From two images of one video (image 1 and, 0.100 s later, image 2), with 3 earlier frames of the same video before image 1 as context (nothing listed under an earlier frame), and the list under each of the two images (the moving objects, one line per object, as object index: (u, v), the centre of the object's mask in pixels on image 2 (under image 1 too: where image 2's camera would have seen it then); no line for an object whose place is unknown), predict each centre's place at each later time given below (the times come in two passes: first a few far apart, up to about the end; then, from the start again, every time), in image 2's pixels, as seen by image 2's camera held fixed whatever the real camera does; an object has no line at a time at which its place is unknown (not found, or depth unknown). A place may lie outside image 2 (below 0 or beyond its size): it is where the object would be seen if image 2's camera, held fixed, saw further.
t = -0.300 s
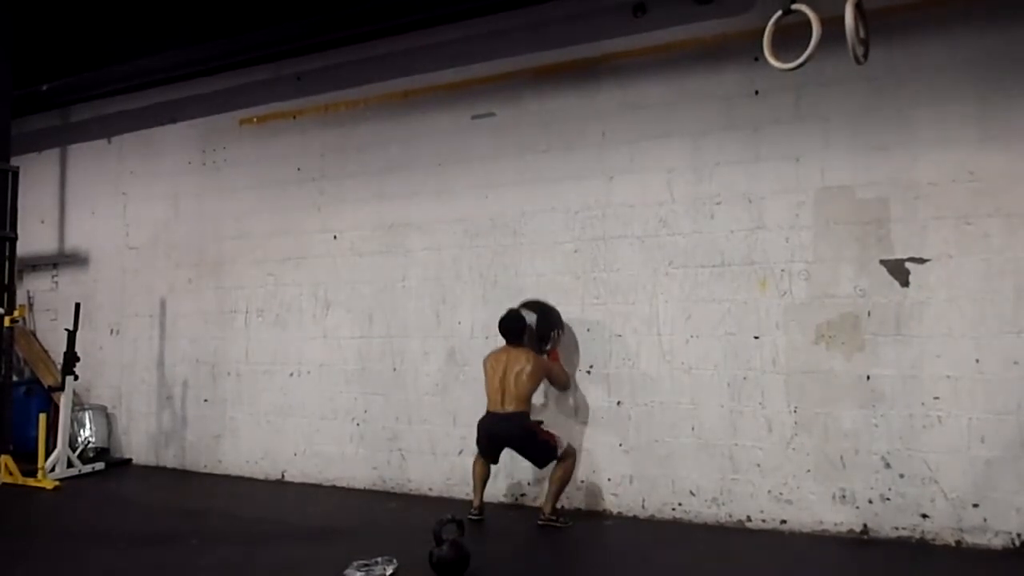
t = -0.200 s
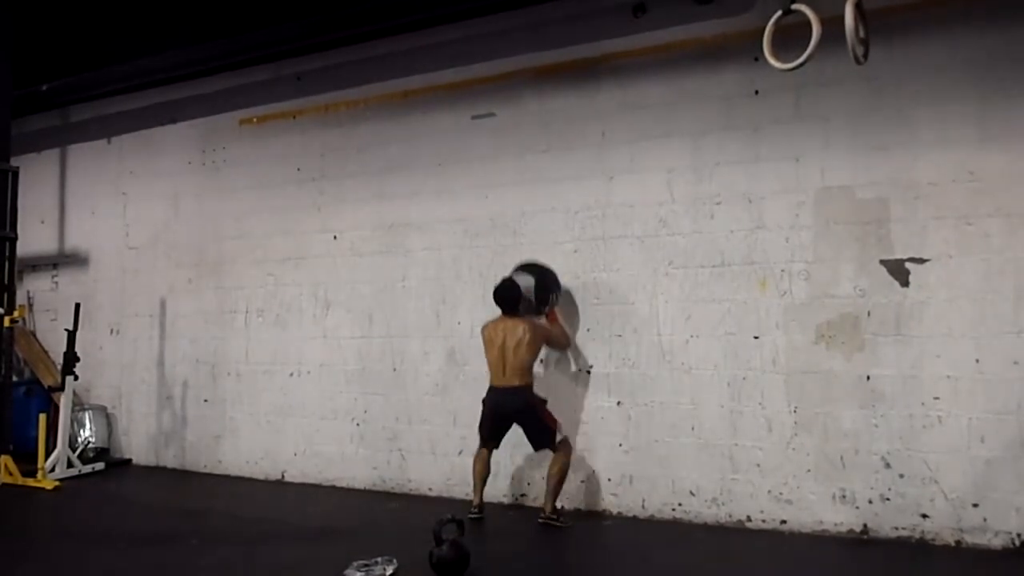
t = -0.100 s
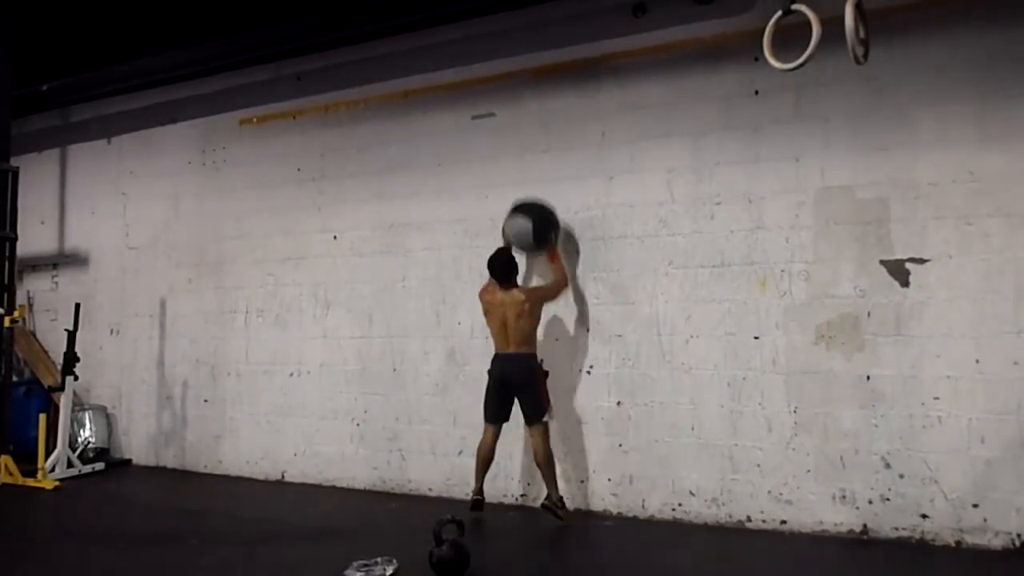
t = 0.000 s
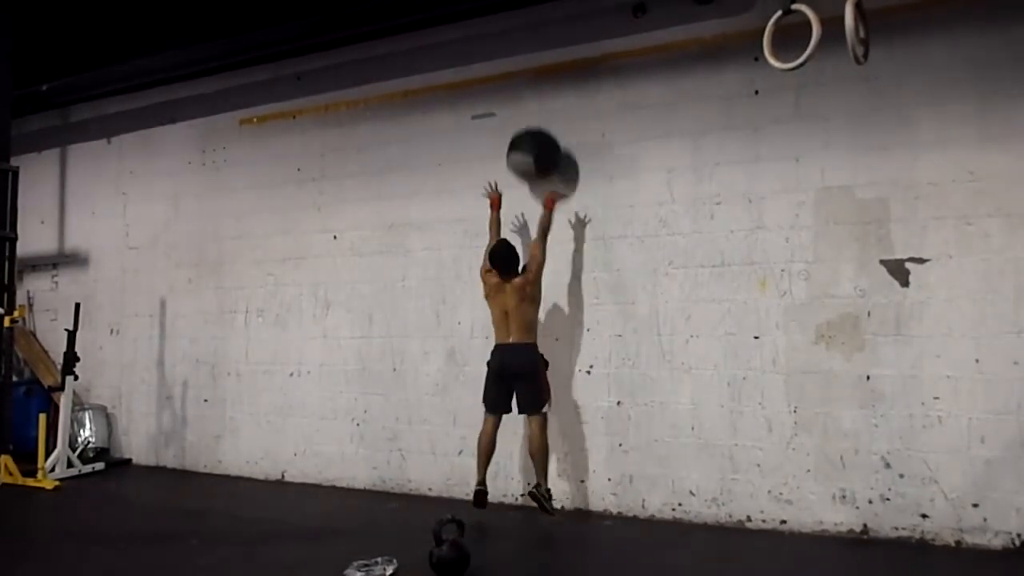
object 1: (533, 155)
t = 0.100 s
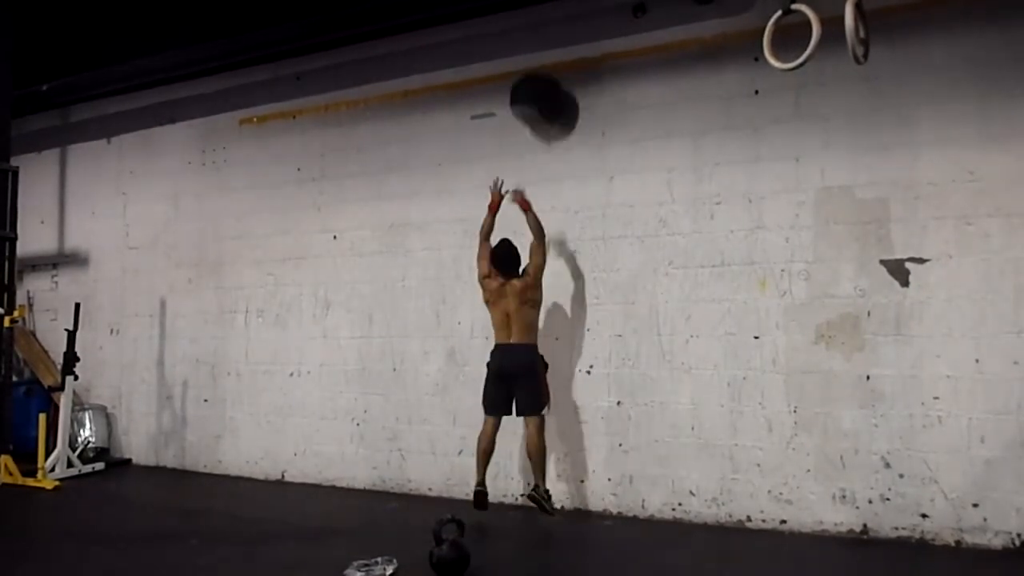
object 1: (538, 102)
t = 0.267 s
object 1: (545, 41)
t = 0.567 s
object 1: (534, 48)
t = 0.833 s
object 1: (528, 165)
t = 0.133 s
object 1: (544, 90)
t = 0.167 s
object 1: (544, 76)
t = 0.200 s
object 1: (545, 64)
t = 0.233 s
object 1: (545, 49)
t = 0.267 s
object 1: (545, 41)
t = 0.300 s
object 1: (543, 38)
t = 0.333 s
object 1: (542, 34)
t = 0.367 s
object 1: (542, 33)
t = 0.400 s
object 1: (541, 33)
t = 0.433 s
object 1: (541, 34)
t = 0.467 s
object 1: (538, 33)
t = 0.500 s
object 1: (537, 37)
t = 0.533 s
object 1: (536, 43)
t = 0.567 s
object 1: (534, 48)
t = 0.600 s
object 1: (533, 57)
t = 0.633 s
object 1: (532, 68)
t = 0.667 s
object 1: (531, 79)
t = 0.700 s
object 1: (531, 94)
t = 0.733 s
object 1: (530, 109)
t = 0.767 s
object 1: (529, 126)
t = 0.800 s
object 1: (528, 144)
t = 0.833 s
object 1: (528, 165)
